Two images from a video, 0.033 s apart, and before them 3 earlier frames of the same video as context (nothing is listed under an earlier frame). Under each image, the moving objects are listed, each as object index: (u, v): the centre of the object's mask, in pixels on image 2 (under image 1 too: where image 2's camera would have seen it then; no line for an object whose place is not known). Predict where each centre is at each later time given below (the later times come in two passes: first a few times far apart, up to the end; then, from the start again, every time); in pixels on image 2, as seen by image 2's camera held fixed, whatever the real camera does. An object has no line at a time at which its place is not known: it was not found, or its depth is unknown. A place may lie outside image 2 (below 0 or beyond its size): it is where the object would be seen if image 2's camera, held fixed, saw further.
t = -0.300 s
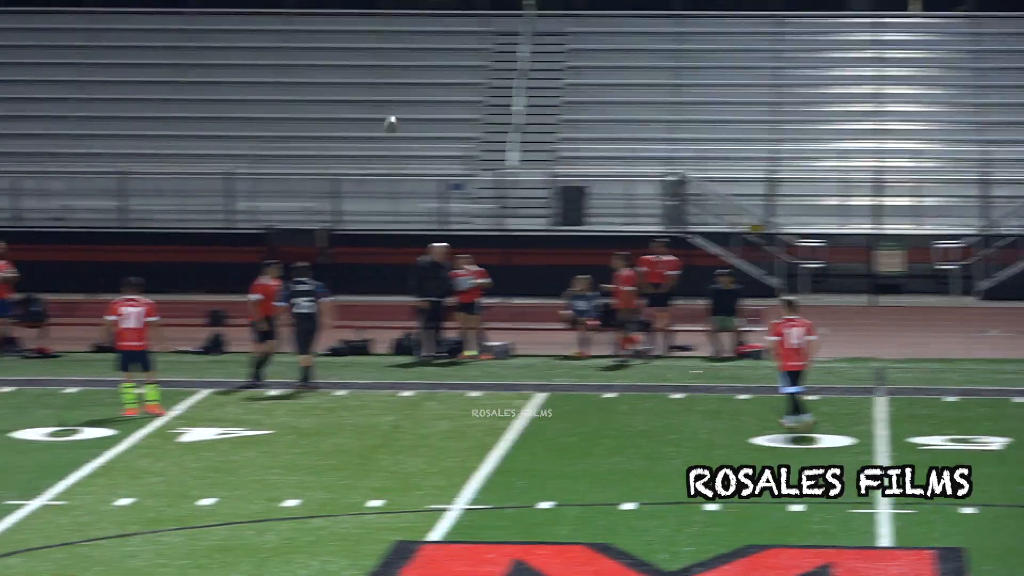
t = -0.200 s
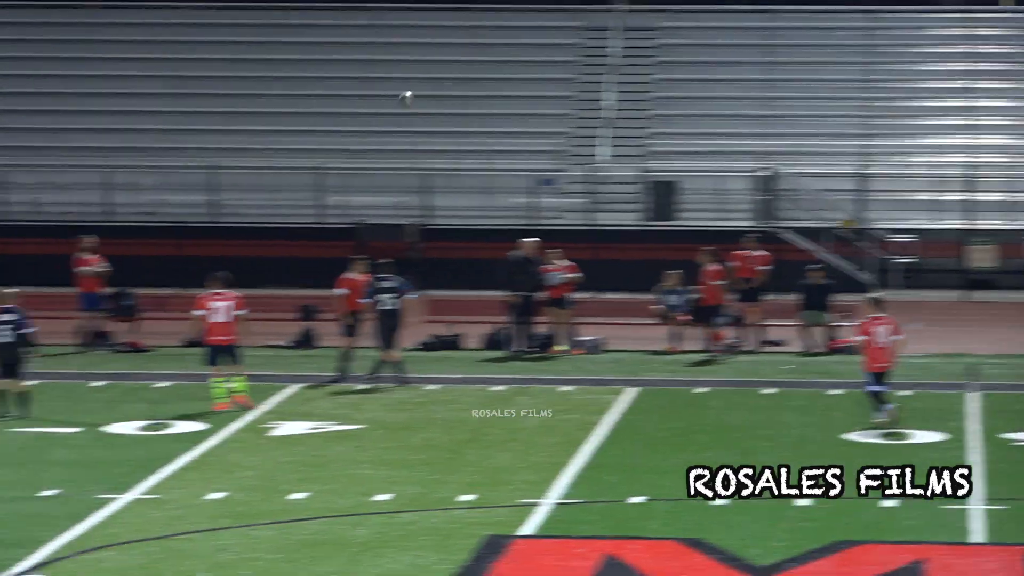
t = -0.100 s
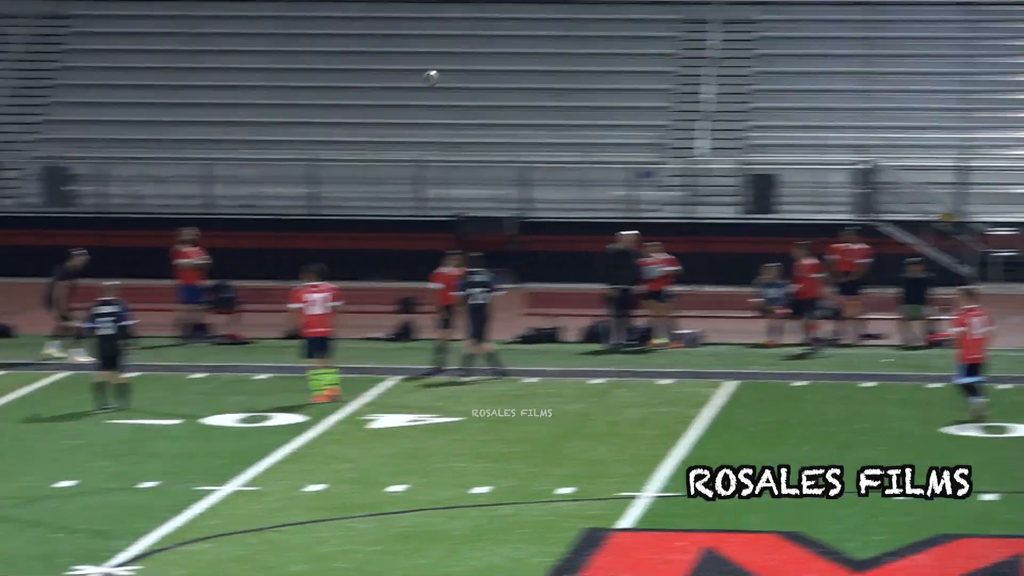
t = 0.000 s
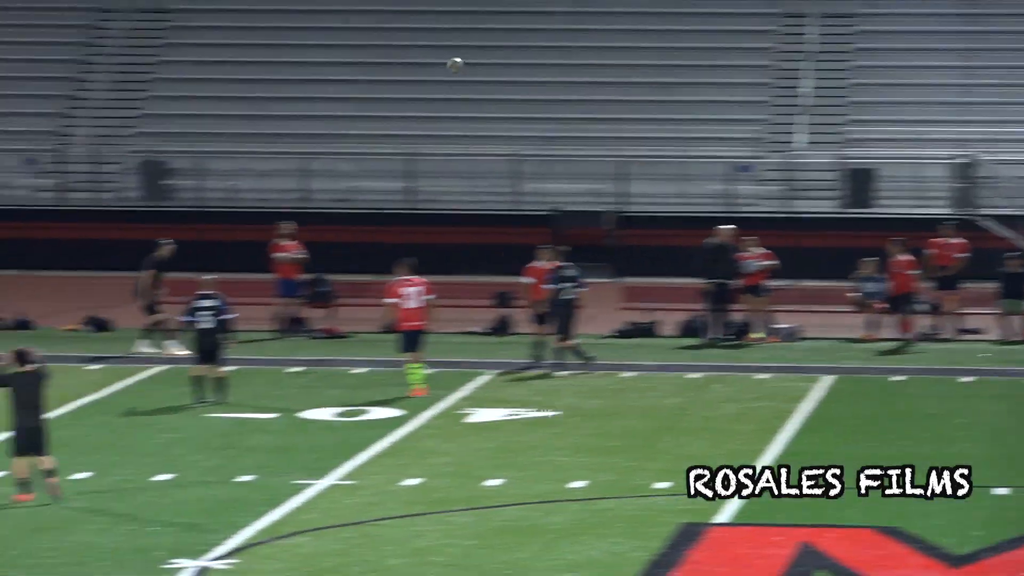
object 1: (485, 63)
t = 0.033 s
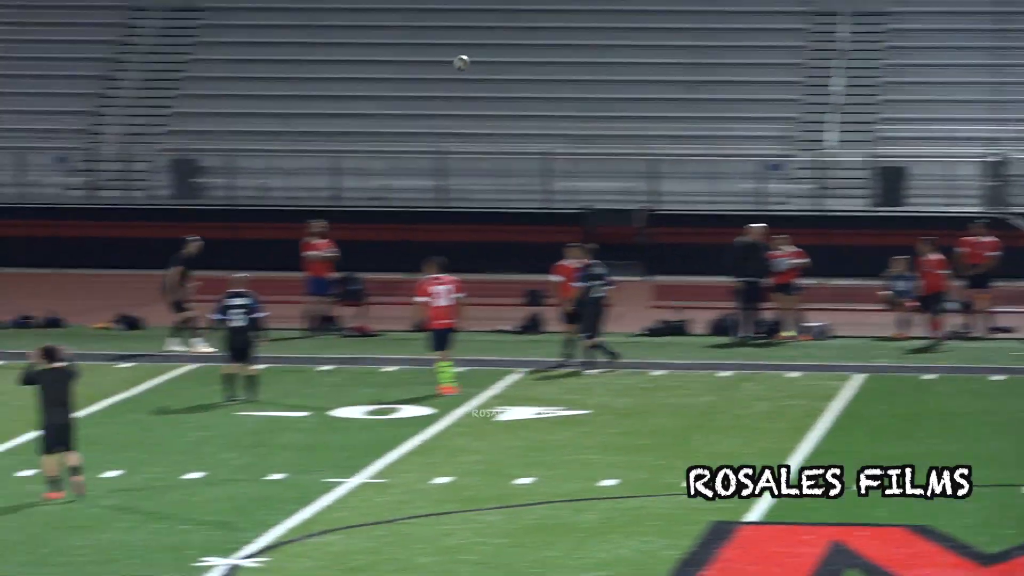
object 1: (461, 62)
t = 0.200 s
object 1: (349, 66)
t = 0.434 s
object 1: (182, 102)
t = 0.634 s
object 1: (41, 161)
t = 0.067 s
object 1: (439, 62)
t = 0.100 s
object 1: (416, 62)
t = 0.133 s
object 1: (393, 62)
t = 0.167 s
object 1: (371, 64)
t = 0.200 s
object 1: (349, 66)
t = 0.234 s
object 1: (325, 69)
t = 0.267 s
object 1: (301, 72)
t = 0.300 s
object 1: (277, 77)
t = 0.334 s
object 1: (254, 82)
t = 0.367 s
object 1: (231, 87)
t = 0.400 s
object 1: (207, 95)
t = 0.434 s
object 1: (182, 102)
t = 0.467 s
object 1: (160, 109)
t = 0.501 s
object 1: (136, 118)
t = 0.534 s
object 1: (112, 127)
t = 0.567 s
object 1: (88, 137)
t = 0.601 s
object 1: (64, 149)
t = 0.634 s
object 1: (41, 161)
